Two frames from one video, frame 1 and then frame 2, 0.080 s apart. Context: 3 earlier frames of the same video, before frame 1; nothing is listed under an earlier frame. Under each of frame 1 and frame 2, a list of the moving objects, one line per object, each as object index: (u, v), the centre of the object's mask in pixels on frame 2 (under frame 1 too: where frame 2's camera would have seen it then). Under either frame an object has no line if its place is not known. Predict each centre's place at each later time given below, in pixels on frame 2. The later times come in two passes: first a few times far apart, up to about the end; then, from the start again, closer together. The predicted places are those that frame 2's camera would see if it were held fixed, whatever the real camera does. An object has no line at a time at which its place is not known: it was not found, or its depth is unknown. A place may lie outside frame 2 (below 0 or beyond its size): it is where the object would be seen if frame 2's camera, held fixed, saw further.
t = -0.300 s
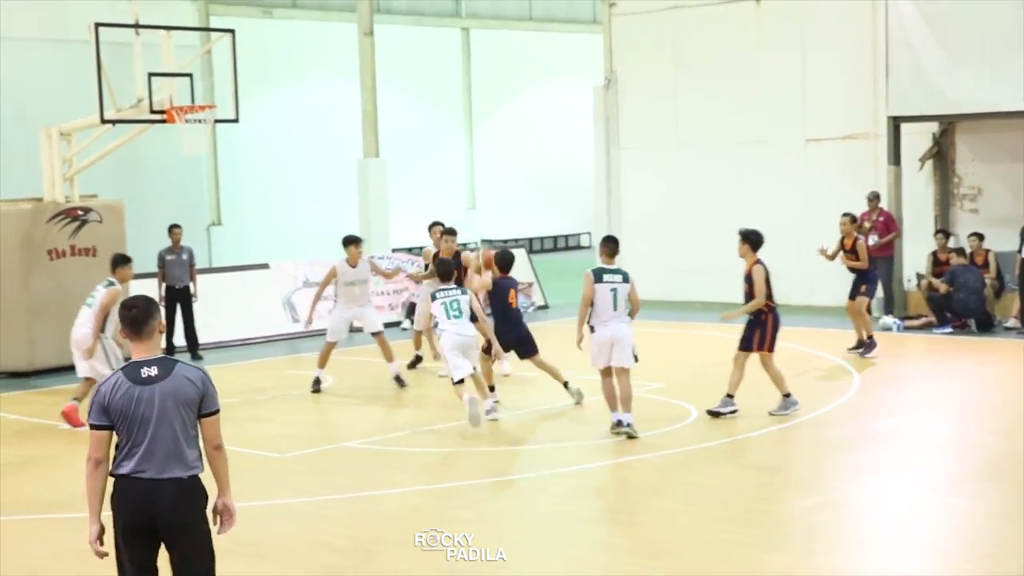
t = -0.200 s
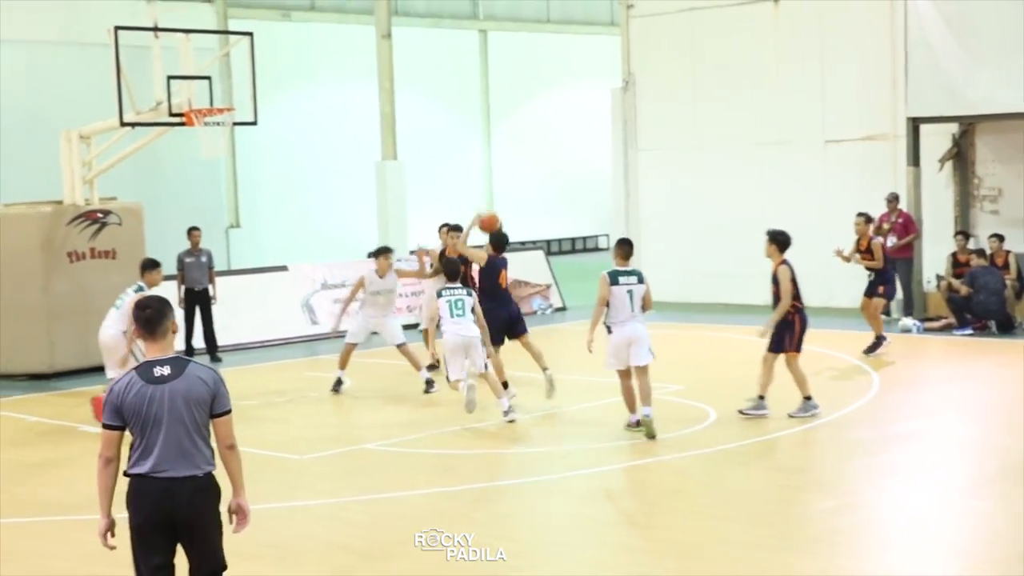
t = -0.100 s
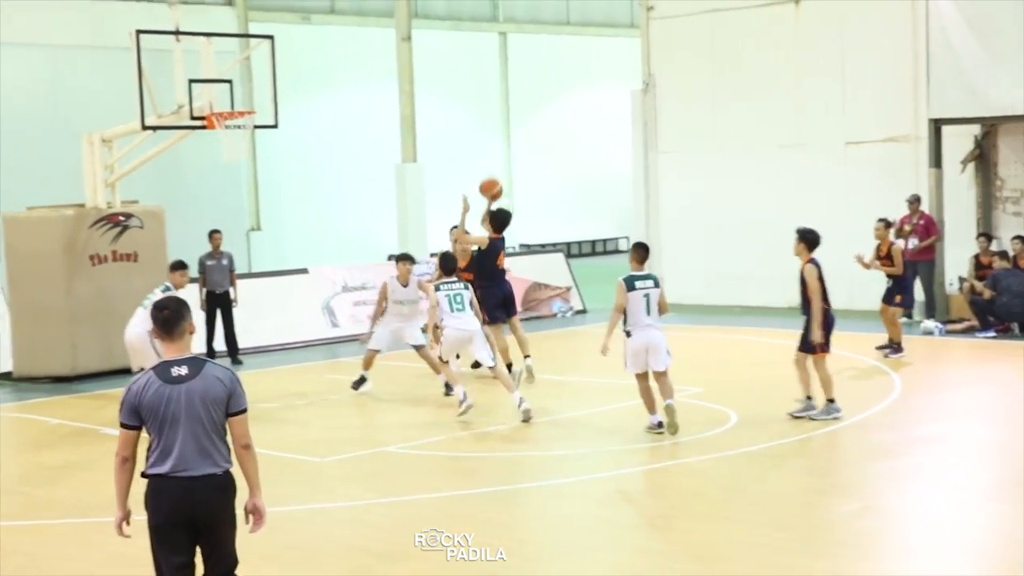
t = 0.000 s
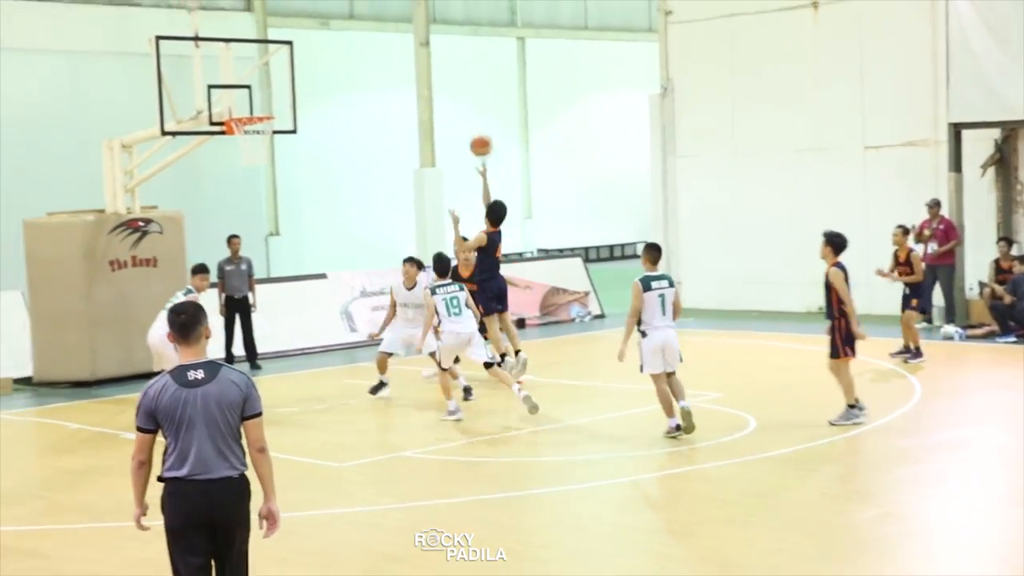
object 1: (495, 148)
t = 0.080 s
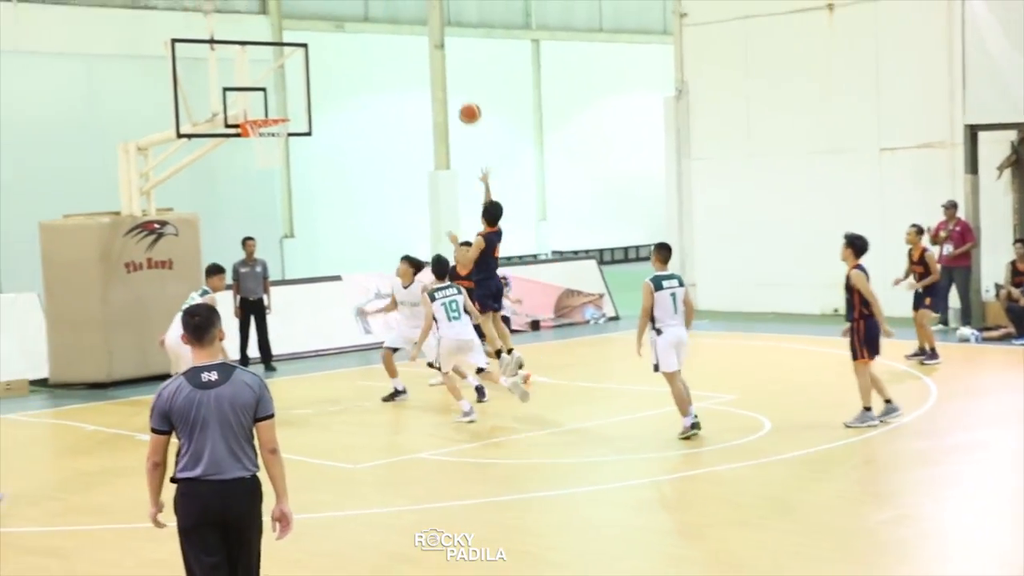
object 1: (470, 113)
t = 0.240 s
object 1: (420, 67)
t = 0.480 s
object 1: (353, 45)
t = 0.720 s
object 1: (293, 78)
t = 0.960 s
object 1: (280, 136)
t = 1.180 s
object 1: (284, 131)
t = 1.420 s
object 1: (274, 159)
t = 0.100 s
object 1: (463, 106)
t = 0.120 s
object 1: (457, 99)
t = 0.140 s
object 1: (451, 92)
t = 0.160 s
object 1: (445, 87)
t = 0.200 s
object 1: (433, 76)
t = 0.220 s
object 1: (426, 71)
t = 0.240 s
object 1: (420, 67)
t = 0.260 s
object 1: (415, 63)
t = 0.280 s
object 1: (409, 59)
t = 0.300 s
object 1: (403, 56)
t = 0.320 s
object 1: (397, 53)
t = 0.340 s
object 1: (391, 51)
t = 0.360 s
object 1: (386, 49)
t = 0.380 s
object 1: (380, 47)
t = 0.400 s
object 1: (375, 46)
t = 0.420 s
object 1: (369, 45)
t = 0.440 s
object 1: (364, 45)
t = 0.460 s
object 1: (359, 45)
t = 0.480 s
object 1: (353, 45)
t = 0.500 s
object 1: (348, 46)
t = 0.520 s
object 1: (343, 47)
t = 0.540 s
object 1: (338, 48)
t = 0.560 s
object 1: (332, 50)
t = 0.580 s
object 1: (327, 52)
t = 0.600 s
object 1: (322, 55)
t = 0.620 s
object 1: (317, 58)
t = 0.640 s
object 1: (312, 61)
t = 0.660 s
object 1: (307, 64)
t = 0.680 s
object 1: (302, 68)
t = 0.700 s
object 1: (298, 73)
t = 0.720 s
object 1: (293, 78)
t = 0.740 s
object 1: (288, 82)
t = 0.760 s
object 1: (284, 88)
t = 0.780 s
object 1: (279, 93)
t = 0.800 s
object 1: (275, 99)
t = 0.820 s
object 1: (270, 105)
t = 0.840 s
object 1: (266, 110)
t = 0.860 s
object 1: (260, 115)
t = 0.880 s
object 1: (261, 117)
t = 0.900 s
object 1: (265, 129)
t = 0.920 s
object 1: (271, 132)
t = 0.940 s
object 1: (276, 136)
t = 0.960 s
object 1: (280, 136)
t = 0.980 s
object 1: (283, 137)
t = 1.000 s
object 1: (284, 136)
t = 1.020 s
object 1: (286, 135)
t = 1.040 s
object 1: (286, 134)
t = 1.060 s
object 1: (287, 133)
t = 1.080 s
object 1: (287, 133)
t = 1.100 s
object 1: (286, 131)
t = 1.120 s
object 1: (286, 131)
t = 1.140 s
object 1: (285, 131)
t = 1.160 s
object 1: (285, 131)
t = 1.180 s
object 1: (284, 131)
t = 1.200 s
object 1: (284, 132)
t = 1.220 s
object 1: (284, 133)
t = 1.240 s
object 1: (284, 135)
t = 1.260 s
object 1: (283, 138)
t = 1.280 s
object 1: (282, 140)
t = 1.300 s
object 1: (281, 142)
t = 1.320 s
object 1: (281, 145)
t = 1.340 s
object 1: (280, 148)
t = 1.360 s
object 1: (278, 152)
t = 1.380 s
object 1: (277, 154)
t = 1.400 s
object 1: (275, 157)
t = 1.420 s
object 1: (274, 159)
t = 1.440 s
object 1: (271, 161)
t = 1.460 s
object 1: (270, 162)
